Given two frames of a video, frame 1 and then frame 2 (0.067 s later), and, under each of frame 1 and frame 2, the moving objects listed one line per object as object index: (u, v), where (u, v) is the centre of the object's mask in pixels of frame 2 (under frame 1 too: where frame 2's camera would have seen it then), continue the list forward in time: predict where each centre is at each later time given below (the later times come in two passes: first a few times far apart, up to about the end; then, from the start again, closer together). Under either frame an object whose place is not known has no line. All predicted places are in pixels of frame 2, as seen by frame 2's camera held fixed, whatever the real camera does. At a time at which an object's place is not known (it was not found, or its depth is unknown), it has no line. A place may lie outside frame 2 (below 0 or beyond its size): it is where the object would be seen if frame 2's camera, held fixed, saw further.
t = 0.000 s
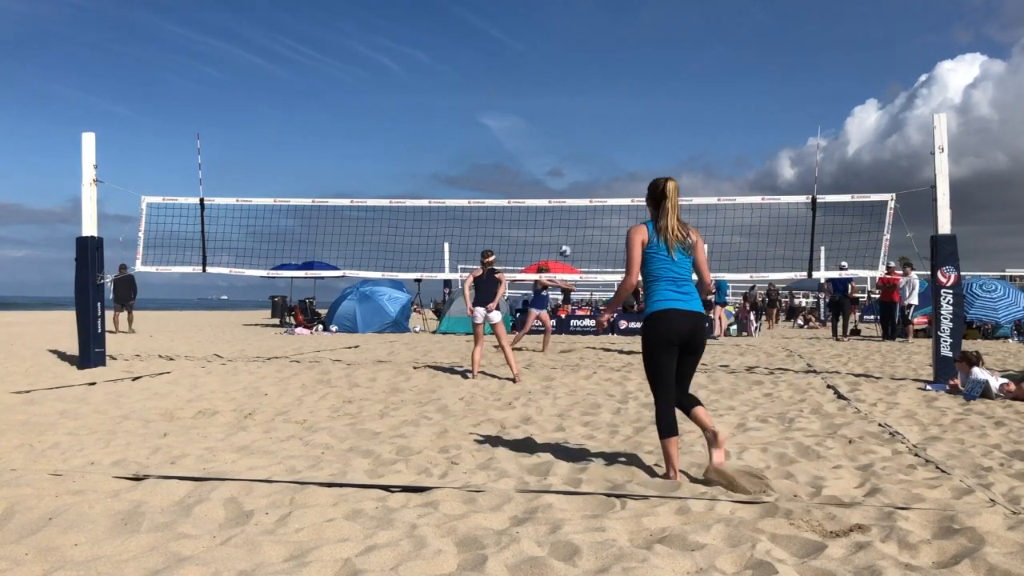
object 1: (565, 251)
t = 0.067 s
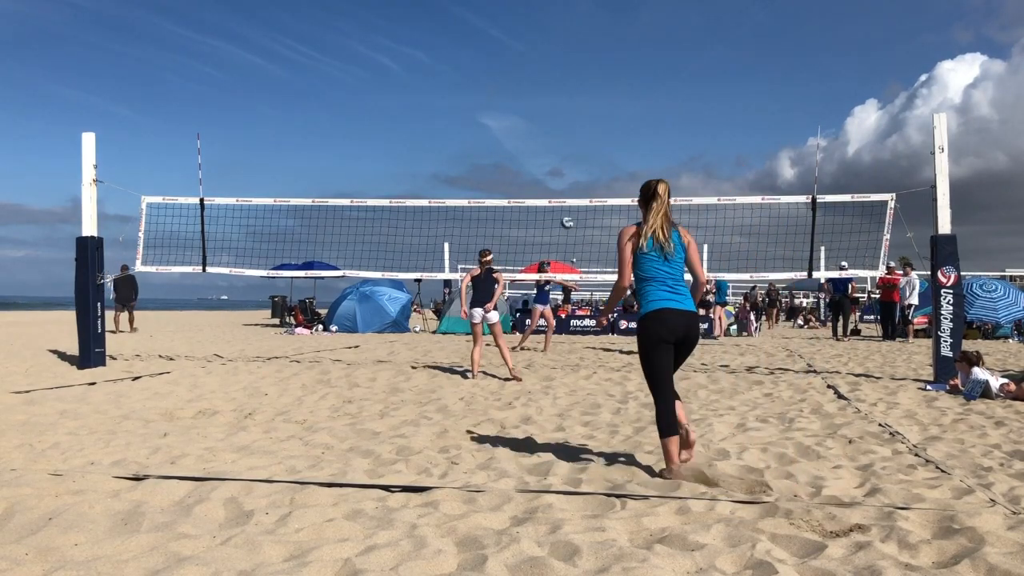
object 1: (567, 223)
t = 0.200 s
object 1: (571, 173)
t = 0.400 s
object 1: (576, 116)
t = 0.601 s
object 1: (582, 80)
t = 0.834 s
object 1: (588, 66)
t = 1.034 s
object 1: (592, 80)
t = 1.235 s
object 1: (597, 118)
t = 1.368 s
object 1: (600, 156)
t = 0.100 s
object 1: (568, 210)
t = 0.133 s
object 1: (569, 195)
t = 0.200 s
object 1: (571, 173)
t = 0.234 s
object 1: (572, 162)
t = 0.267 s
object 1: (573, 152)
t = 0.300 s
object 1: (574, 142)
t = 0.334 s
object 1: (575, 133)
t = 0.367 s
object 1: (576, 124)
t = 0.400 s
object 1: (576, 116)
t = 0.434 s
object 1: (577, 108)
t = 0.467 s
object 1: (578, 102)
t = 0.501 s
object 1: (579, 95)
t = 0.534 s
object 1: (580, 90)
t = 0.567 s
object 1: (581, 85)
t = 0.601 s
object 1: (582, 80)
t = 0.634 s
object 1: (583, 77)
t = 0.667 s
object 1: (583, 73)
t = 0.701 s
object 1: (584, 70)
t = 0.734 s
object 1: (585, 68)
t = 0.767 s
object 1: (586, 67)
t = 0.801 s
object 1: (587, 66)
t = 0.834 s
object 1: (588, 66)
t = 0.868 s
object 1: (588, 67)
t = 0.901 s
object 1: (589, 68)
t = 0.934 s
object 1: (590, 70)
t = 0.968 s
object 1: (590, 73)
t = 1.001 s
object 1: (591, 76)
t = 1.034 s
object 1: (592, 80)
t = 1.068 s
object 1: (593, 84)
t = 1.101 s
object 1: (594, 90)
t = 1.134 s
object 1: (594, 96)
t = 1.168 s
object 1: (595, 102)
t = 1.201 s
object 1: (596, 109)
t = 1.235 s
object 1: (597, 118)
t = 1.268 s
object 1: (598, 126)
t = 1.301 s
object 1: (599, 135)
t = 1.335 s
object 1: (599, 145)
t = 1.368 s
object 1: (600, 156)
